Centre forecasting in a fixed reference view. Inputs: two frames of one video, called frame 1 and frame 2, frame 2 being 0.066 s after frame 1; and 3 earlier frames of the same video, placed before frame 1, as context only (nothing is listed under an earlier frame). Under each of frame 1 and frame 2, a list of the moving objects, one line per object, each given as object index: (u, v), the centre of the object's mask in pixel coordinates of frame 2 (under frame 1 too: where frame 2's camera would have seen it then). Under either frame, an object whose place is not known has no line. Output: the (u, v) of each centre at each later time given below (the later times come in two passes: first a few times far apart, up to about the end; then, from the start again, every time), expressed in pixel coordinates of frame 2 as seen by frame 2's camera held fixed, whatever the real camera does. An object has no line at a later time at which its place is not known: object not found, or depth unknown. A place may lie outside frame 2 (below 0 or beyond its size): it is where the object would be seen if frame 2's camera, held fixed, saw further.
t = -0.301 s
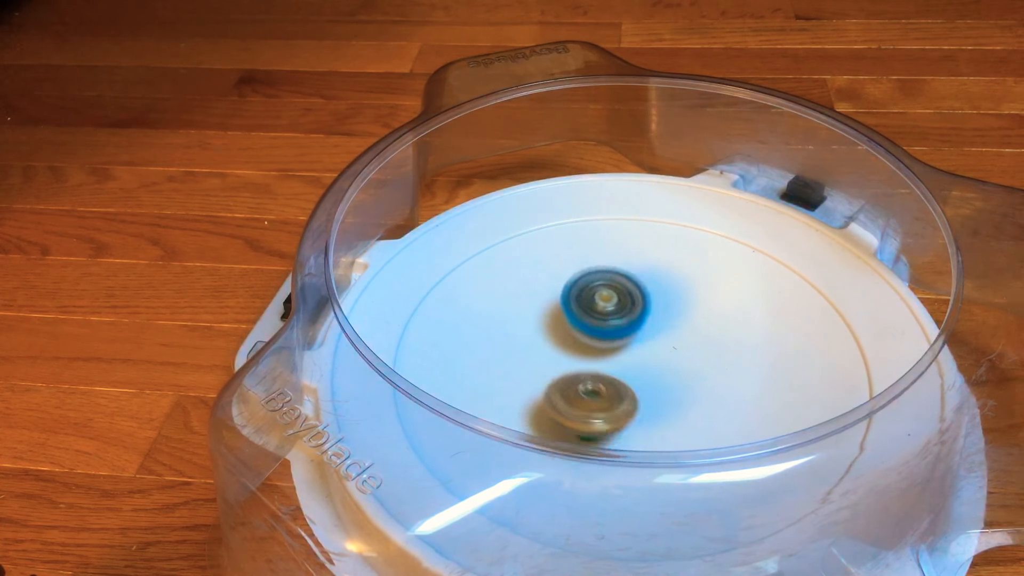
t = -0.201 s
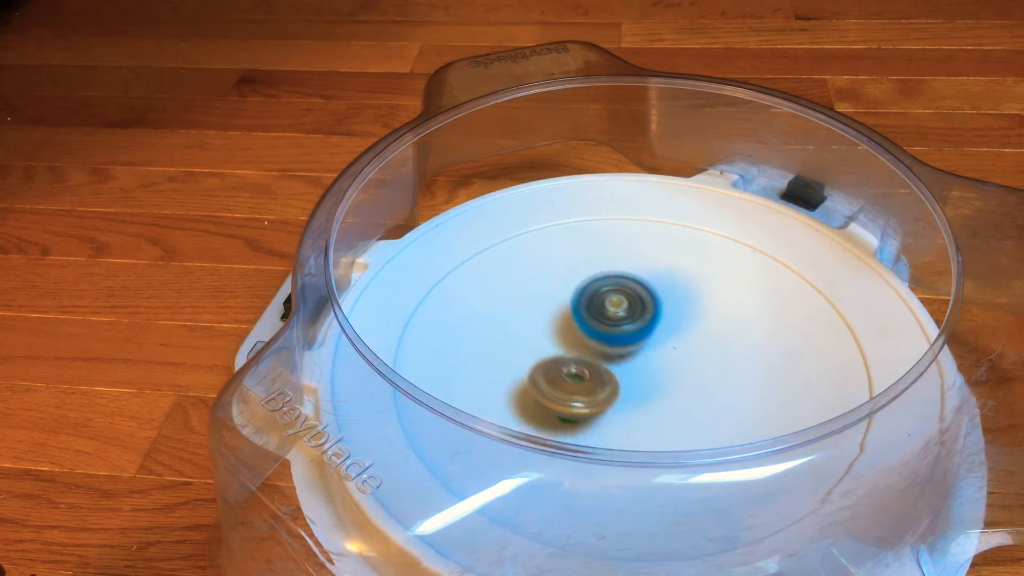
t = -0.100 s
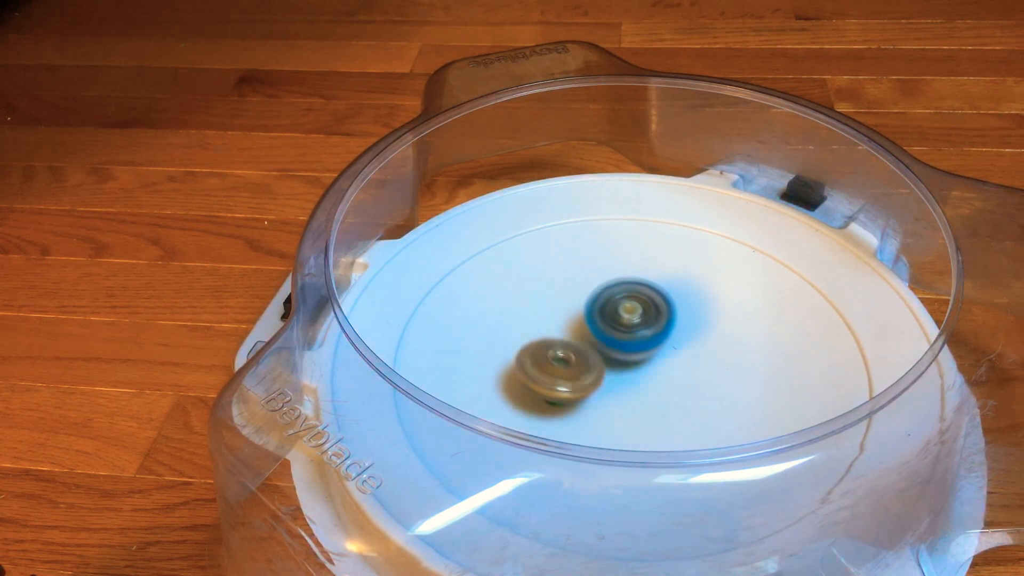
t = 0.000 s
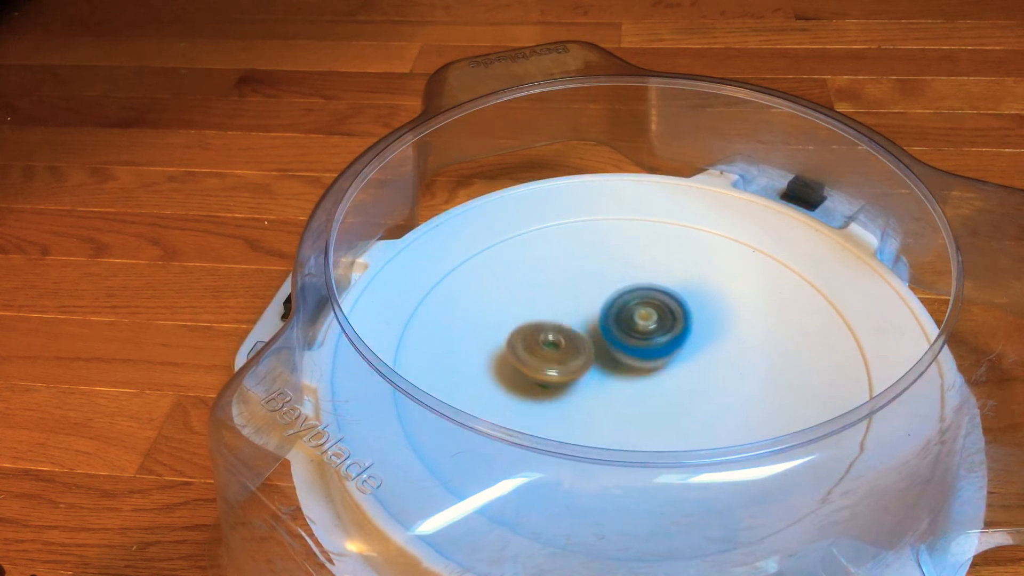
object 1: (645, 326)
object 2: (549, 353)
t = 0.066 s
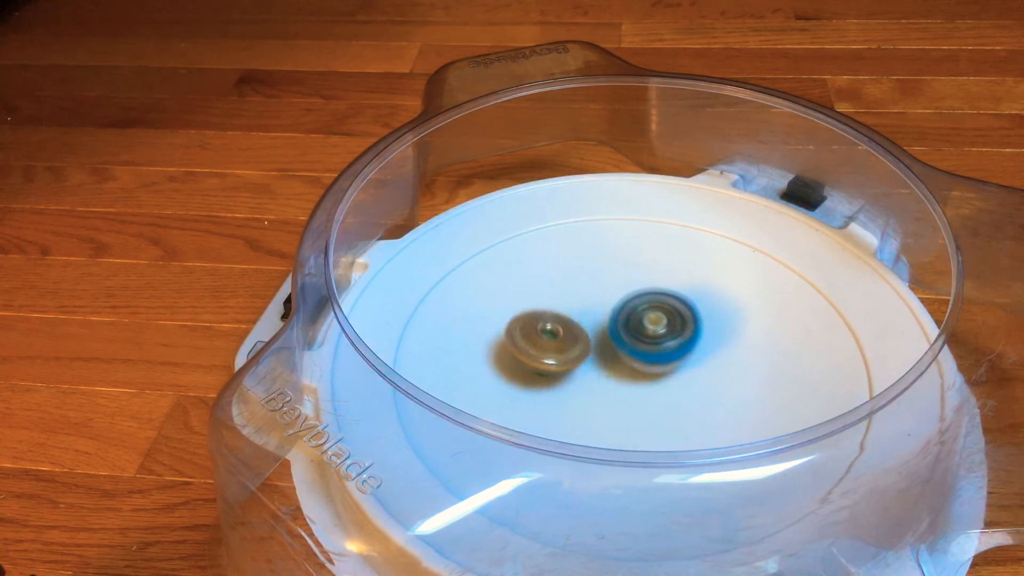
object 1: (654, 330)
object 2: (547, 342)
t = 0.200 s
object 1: (671, 338)
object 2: (551, 321)
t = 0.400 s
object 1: (679, 352)
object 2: (567, 297)
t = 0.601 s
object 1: (671, 365)
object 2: (595, 291)
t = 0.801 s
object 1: (652, 377)
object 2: (634, 303)
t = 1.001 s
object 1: (627, 384)
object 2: (676, 322)
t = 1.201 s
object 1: (602, 382)
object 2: (700, 346)
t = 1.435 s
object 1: (583, 369)
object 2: (700, 377)
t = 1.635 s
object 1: (580, 354)
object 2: (680, 397)
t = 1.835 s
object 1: (588, 336)
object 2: (639, 401)
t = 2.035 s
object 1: (603, 318)
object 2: (597, 390)
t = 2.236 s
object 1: (621, 316)
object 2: (568, 370)
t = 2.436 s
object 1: (641, 320)
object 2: (559, 345)
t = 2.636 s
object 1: (664, 329)
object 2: (570, 325)
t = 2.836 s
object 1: (677, 346)
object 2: (593, 313)
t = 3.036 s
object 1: (677, 367)
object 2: (618, 314)
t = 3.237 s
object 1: (682, 413)
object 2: (632, 299)
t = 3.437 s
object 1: (671, 425)
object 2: (653, 319)
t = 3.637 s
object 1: (643, 421)
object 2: (669, 351)
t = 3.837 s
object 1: (590, 403)
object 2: (680, 364)
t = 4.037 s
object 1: (554, 378)
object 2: (670, 377)
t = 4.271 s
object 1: (549, 334)
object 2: (642, 383)
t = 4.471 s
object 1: (570, 302)
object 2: (613, 377)
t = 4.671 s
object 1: (605, 288)
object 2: (590, 361)
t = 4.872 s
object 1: (645, 296)
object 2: (584, 343)
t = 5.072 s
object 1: (684, 317)
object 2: (592, 332)
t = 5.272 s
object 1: (704, 350)
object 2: (615, 329)
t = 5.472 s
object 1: (698, 385)
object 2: (636, 329)
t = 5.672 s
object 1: (668, 411)
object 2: (653, 337)
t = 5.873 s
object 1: (621, 410)
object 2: (659, 351)
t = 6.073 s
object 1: (573, 396)
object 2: (655, 360)
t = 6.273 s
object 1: (534, 364)
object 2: (661, 361)
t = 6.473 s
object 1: (537, 329)
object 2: (647, 363)
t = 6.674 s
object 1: (571, 303)
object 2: (632, 364)
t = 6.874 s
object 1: (620, 289)
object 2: (620, 369)
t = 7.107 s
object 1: (667, 308)
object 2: (612, 365)
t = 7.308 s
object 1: (703, 335)
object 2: (589, 367)
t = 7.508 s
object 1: (699, 372)
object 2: (590, 359)
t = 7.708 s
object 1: (665, 408)
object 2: (599, 345)
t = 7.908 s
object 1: (611, 414)
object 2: (607, 329)
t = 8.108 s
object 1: (566, 389)
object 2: (627, 326)
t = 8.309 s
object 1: (554, 351)
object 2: (651, 334)
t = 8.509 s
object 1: (579, 321)
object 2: (675, 348)
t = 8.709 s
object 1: (623, 307)
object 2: (672, 371)
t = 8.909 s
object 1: (670, 318)
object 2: (648, 388)
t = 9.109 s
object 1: (693, 350)
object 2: (612, 385)
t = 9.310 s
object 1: (681, 384)
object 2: (587, 365)
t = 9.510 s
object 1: (639, 408)
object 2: (586, 339)
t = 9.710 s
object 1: (584, 397)
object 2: (611, 322)
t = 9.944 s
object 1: (554, 357)
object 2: (648, 325)
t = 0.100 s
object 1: (659, 332)
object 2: (547, 336)
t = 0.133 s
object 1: (663, 334)
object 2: (548, 331)
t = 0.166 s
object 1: (667, 336)
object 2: (549, 326)
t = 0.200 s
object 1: (671, 338)
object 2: (551, 321)
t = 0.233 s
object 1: (673, 340)
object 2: (553, 317)
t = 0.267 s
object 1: (675, 343)
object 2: (555, 312)
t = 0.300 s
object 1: (677, 345)
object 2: (558, 308)
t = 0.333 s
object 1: (678, 347)
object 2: (560, 304)
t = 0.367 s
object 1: (679, 350)
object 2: (563, 300)
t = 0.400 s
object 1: (679, 352)
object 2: (567, 297)
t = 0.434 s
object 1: (679, 354)
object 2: (571, 294)
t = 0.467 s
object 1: (678, 356)
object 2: (575, 292)
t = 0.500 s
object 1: (677, 359)
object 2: (579, 291)
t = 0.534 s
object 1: (675, 361)
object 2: (584, 291)
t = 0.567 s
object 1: (673, 363)
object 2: (590, 291)
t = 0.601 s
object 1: (671, 365)
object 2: (595, 291)
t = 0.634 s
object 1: (668, 366)
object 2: (601, 292)
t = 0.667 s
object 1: (665, 369)
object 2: (607, 294)
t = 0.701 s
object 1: (662, 371)
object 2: (613, 295)
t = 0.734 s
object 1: (659, 374)
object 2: (620, 297)
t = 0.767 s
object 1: (656, 376)
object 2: (627, 300)
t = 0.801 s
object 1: (652, 377)
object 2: (634, 303)
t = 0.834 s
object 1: (649, 379)
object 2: (642, 305)
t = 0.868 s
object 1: (645, 380)
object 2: (648, 308)
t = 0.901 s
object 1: (640, 382)
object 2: (655, 312)
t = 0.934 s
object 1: (636, 383)
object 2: (662, 315)
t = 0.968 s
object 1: (632, 383)
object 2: (669, 318)
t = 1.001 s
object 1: (627, 384)
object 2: (676, 322)
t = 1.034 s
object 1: (623, 384)
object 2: (681, 326)
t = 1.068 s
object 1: (619, 384)
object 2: (685, 330)
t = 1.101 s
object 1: (615, 384)
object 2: (690, 334)
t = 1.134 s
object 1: (611, 384)
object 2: (694, 338)
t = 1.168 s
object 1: (607, 383)
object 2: (697, 342)
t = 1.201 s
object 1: (602, 382)
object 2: (700, 346)
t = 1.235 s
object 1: (599, 380)
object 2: (702, 350)
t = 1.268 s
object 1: (596, 379)
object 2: (704, 355)
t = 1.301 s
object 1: (592, 377)
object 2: (704, 359)
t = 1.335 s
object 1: (590, 375)
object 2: (704, 364)
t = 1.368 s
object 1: (587, 373)
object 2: (703, 368)
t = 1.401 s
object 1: (585, 371)
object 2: (702, 373)
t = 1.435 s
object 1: (583, 369)
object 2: (700, 377)
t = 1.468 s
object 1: (582, 367)
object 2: (697, 381)
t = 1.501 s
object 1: (581, 364)
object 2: (696, 384)
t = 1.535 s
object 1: (581, 362)
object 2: (692, 388)
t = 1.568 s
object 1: (580, 359)
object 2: (688, 391)
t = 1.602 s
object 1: (580, 357)
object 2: (684, 395)
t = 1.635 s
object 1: (580, 354)
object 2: (680, 397)
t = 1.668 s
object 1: (581, 351)
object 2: (674, 399)
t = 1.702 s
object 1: (581, 348)
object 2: (669, 401)
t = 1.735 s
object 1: (583, 345)
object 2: (662, 402)
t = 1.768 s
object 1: (584, 342)
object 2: (654, 403)
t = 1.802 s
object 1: (586, 339)
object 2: (647, 402)
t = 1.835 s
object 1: (588, 336)
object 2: (639, 401)
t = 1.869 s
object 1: (590, 332)
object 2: (632, 400)
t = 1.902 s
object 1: (592, 329)
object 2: (623, 399)
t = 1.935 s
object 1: (595, 326)
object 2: (617, 397)
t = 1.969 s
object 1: (598, 322)
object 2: (610, 395)
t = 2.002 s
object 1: (600, 320)
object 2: (603, 392)
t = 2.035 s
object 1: (603, 318)
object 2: (597, 390)
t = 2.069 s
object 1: (606, 317)
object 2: (591, 387)
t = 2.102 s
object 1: (609, 317)
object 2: (586, 383)
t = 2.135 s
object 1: (612, 316)
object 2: (580, 381)
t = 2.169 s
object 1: (615, 316)
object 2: (575, 377)
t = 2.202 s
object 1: (618, 316)
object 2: (572, 373)
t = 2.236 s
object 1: (621, 316)
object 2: (568, 370)
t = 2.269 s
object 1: (624, 316)
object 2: (564, 365)
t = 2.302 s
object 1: (628, 317)
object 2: (562, 361)
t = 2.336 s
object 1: (631, 317)
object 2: (561, 357)
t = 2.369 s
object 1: (634, 318)
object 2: (559, 353)
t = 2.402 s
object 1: (637, 319)
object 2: (559, 349)
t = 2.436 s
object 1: (641, 320)
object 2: (559, 345)
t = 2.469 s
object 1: (645, 322)
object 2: (559, 341)
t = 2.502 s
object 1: (650, 322)
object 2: (561, 337)
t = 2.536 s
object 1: (654, 324)
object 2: (562, 334)
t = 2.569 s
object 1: (657, 325)
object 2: (565, 331)
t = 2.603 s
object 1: (661, 327)
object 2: (567, 328)
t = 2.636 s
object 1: (664, 329)
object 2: (570, 325)
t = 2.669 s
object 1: (667, 331)
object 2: (573, 322)
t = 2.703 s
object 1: (669, 334)
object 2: (577, 320)
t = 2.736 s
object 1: (671, 336)
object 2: (581, 318)
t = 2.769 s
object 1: (673, 339)
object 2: (585, 317)
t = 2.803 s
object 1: (674, 342)
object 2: (590, 314)
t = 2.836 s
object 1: (677, 346)
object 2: (593, 313)
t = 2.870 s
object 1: (679, 349)
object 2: (596, 311)
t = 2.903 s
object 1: (679, 353)
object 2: (600, 311)
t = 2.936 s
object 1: (679, 356)
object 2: (604, 312)
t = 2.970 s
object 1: (679, 360)
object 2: (609, 312)
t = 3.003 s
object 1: (678, 364)
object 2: (614, 313)
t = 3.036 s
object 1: (677, 367)
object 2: (618, 314)
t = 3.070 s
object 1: (677, 374)
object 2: (621, 310)
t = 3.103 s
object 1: (679, 387)
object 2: (622, 304)
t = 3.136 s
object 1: (679, 396)
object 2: (624, 299)
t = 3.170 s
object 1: (680, 403)
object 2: (626, 297)
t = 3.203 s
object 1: (682, 409)
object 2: (628, 297)
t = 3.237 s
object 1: (682, 413)
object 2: (632, 299)
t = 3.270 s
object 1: (682, 416)
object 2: (635, 301)
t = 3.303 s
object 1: (682, 419)
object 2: (638, 304)
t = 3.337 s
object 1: (680, 421)
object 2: (642, 307)
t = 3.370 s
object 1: (678, 423)
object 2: (646, 311)
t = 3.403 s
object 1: (675, 424)
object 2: (650, 315)
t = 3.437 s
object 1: (671, 425)
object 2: (653, 319)
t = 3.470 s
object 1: (667, 425)
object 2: (656, 324)
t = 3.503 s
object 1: (664, 425)
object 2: (660, 329)
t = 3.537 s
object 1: (660, 425)
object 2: (663, 334)
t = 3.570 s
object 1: (655, 424)
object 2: (665, 340)
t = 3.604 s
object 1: (649, 423)
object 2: (668, 345)
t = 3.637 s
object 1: (643, 421)
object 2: (669, 351)
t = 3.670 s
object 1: (638, 418)
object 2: (670, 357)
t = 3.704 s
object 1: (628, 416)
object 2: (674, 360)
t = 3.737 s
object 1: (617, 415)
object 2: (678, 360)
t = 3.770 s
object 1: (607, 411)
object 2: (680, 361)
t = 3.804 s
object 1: (598, 407)
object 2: (680, 362)
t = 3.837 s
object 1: (590, 403)
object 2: (680, 364)
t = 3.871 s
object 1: (583, 399)
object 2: (679, 366)
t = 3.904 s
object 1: (574, 400)
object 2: (679, 369)
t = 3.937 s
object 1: (568, 395)
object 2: (677, 371)
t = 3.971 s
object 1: (563, 390)
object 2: (675, 374)
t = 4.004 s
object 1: (558, 384)
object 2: (673, 375)
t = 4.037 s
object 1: (554, 378)
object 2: (670, 377)
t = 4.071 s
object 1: (551, 371)
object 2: (667, 379)
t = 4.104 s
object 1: (549, 365)
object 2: (663, 380)
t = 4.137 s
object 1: (547, 359)
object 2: (659, 381)
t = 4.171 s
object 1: (546, 353)
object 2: (655, 382)
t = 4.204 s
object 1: (546, 347)
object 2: (651, 383)
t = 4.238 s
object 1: (547, 341)
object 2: (647, 383)
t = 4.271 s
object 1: (549, 334)
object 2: (642, 383)
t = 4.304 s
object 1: (551, 329)
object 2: (637, 383)
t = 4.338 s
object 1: (554, 323)
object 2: (632, 382)
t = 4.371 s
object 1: (558, 317)
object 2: (627, 381)
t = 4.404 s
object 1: (562, 311)
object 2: (622, 380)
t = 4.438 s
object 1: (566, 306)
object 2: (617, 379)
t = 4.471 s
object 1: (570, 302)
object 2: (613, 377)
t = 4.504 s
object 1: (575, 298)
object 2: (608, 375)
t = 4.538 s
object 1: (580, 295)
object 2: (604, 373)
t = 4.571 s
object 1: (586, 293)
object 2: (600, 369)
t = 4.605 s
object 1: (592, 289)
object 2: (596, 367)
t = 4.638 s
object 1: (598, 287)
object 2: (593, 364)
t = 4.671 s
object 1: (605, 288)
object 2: (590, 361)
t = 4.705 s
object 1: (612, 288)
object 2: (588, 359)
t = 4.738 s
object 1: (619, 289)
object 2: (586, 356)
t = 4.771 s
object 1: (626, 290)
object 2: (585, 353)
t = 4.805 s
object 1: (633, 291)
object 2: (584, 350)
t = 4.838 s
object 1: (639, 293)
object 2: (584, 346)
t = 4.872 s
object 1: (645, 296)
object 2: (584, 343)
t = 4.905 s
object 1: (651, 298)
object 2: (585, 341)
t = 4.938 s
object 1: (658, 301)
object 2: (586, 338)
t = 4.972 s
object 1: (664, 306)
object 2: (587, 336)
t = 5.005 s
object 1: (671, 309)
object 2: (588, 335)
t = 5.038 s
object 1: (678, 313)
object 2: (590, 333)
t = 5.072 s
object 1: (684, 317)
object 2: (592, 332)
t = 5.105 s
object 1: (689, 322)
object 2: (596, 331)
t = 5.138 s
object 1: (693, 327)
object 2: (599, 330)
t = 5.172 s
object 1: (697, 332)
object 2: (603, 330)
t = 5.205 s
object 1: (700, 338)
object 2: (607, 330)
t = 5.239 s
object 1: (702, 344)
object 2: (611, 329)
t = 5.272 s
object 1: (704, 350)
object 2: (615, 329)
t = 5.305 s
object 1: (705, 356)
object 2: (619, 328)
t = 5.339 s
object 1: (705, 362)
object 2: (623, 328)
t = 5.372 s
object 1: (704, 369)
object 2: (626, 328)
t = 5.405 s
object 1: (703, 376)
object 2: (630, 328)
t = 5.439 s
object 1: (701, 381)
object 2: (632, 328)
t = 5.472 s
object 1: (698, 385)
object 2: (636, 329)
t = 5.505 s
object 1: (695, 392)
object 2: (639, 330)
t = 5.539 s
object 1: (691, 399)
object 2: (642, 331)
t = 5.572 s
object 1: (687, 400)
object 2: (645, 332)
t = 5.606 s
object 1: (681, 405)
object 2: (649, 333)
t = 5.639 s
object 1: (675, 408)
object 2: (651, 335)
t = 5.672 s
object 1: (668, 411)
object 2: (653, 337)
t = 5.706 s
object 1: (661, 413)
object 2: (655, 338)
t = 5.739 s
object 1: (654, 414)
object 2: (657, 341)
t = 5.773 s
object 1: (645, 414)
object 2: (658, 343)
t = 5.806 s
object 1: (637, 414)
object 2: (659, 345)
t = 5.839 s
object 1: (629, 412)
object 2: (659, 348)
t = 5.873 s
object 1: (621, 410)
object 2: (659, 351)
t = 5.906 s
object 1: (612, 407)
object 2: (660, 353)
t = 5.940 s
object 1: (602, 405)
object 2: (660, 354)
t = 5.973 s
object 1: (594, 402)
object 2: (660, 356)
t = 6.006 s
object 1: (585, 405)
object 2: (659, 357)
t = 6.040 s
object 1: (578, 401)
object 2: (657, 358)
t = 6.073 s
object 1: (573, 396)
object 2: (655, 360)
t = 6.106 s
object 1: (564, 391)
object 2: (655, 362)
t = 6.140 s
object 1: (554, 386)
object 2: (660, 361)
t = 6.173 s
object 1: (546, 381)
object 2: (662, 361)
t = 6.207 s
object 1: (541, 375)
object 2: (663, 361)
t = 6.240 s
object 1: (537, 370)
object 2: (662, 361)
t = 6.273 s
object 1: (534, 364)
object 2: (661, 361)
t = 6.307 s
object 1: (532, 358)
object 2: (660, 361)
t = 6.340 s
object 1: (531, 352)
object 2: (658, 362)
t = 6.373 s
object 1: (531, 346)
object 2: (655, 362)
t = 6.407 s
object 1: (532, 340)
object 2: (653, 362)
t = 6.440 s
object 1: (534, 335)
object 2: (650, 363)
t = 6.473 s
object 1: (537, 329)
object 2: (647, 363)
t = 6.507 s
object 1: (542, 324)
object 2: (644, 363)
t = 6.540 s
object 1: (547, 319)
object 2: (642, 363)
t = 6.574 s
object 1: (552, 314)
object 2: (639, 364)
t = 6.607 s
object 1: (558, 310)
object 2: (637, 364)
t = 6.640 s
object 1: (564, 306)
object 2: (634, 364)
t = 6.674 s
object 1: (571, 303)
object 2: (632, 364)
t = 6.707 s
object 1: (578, 300)
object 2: (630, 363)
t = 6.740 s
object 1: (586, 297)
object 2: (627, 363)
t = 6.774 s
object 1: (594, 295)
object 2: (624, 363)
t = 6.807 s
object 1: (603, 292)
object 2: (622, 365)
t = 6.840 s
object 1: (611, 289)
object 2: (621, 368)
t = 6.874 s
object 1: (620, 289)
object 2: (620, 369)
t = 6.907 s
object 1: (629, 289)
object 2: (618, 369)
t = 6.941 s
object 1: (636, 291)
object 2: (617, 369)
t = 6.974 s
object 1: (643, 293)
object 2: (616, 368)
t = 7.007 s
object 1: (649, 296)
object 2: (615, 367)
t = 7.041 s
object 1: (655, 299)
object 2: (614, 367)
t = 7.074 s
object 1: (662, 303)
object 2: (613, 366)
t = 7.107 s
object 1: (667, 308)
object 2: (612, 365)
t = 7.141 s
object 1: (672, 313)
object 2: (611, 364)
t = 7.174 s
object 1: (681, 317)
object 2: (603, 365)
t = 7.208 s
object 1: (689, 319)
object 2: (597, 366)
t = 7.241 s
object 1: (695, 325)
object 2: (593, 367)
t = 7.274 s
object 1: (699, 330)
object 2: (590, 367)
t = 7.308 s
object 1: (703, 335)
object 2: (589, 367)
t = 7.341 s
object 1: (705, 341)
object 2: (588, 366)
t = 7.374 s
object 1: (706, 348)
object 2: (587, 365)
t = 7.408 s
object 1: (706, 353)
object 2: (588, 364)
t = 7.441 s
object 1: (704, 359)
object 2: (588, 362)
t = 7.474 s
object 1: (702, 365)
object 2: (589, 361)
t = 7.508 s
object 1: (699, 372)
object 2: (590, 359)
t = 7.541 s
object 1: (695, 381)
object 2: (591, 357)
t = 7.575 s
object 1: (690, 387)
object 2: (593, 356)
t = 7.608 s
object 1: (685, 393)
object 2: (595, 354)
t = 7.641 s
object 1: (678, 398)
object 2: (597, 352)
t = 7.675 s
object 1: (671, 402)
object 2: (600, 351)
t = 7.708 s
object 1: (665, 408)
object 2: (599, 345)
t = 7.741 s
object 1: (657, 412)
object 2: (598, 340)
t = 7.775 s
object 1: (648, 409)
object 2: (599, 336)
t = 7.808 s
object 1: (639, 410)
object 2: (599, 334)
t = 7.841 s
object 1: (629, 412)
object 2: (601, 332)
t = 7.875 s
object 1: (620, 409)
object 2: (603, 330)
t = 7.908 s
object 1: (611, 414)
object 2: (607, 329)
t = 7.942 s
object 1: (602, 412)
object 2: (610, 328)
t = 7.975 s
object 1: (593, 409)
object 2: (613, 327)
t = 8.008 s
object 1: (585, 405)
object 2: (616, 326)
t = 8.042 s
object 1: (578, 401)
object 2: (620, 326)
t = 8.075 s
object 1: (571, 395)
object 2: (624, 326)
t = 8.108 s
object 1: (566, 389)
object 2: (627, 326)
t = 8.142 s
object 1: (562, 383)
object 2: (630, 327)
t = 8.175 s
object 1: (559, 376)
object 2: (633, 328)
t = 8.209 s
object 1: (557, 370)
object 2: (636, 329)
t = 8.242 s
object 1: (557, 363)
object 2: (639, 331)
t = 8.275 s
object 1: (557, 357)
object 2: (642, 333)
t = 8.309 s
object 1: (554, 351)
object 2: (651, 334)
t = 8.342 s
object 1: (555, 344)
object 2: (659, 336)
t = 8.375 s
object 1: (557, 338)
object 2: (664, 338)
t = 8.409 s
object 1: (561, 333)
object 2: (668, 340)
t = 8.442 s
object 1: (567, 328)
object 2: (671, 342)
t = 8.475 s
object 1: (572, 324)
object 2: (674, 345)
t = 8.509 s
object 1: (579, 321)
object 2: (675, 348)
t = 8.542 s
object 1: (586, 318)
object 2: (676, 351)
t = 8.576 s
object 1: (594, 316)
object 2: (676, 354)
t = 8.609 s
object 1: (601, 313)
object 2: (675, 358)
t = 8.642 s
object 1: (608, 311)
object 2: (673, 361)
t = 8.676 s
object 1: (615, 308)
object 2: (672, 367)
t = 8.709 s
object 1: (623, 307)
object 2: (672, 371)
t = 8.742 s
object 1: (632, 307)
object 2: (669, 375)
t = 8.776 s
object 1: (640, 308)
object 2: (666, 378)
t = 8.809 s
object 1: (648, 309)
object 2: (662, 382)
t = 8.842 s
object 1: (655, 311)
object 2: (658, 385)
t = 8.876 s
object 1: (663, 315)
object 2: (653, 387)
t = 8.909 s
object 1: (670, 318)
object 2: (648, 388)
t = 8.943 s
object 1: (677, 322)
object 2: (643, 389)
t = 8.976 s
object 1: (682, 327)
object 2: (637, 389)
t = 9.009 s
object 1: (686, 332)
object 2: (631, 389)
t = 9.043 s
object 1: (689, 337)
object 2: (624, 388)
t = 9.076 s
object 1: (692, 344)
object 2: (618, 386)
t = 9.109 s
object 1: (693, 350)
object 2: (612, 385)
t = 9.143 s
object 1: (694, 355)
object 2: (607, 382)
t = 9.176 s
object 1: (694, 361)
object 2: (602, 380)
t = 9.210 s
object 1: (691, 364)
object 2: (598, 377)
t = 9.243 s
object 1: (689, 369)
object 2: (594, 373)
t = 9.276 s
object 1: (686, 379)
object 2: (591, 369)
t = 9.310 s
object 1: (681, 384)
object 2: (587, 365)
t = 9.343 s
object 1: (676, 390)
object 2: (585, 361)
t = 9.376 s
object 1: (669, 396)
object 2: (583, 357)
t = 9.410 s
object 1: (663, 401)
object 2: (583, 353)
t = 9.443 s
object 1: (656, 405)
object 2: (584, 348)
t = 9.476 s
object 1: (648, 407)
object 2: (585, 343)
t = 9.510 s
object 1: (639, 408)
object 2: (586, 339)
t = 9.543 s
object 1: (630, 408)
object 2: (589, 335)
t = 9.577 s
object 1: (620, 408)
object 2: (592, 332)
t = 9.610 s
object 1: (611, 407)
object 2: (596, 329)
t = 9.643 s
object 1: (602, 405)
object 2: (601, 327)
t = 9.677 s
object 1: (592, 402)
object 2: (606, 324)
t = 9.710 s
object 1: (584, 397)
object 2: (611, 322)
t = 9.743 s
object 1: (577, 393)
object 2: (616, 321)
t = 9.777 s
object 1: (570, 388)
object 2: (621, 321)
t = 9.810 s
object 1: (565, 382)
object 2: (626, 321)
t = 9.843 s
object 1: (560, 376)
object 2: (632, 321)
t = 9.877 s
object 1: (557, 371)
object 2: (638, 322)
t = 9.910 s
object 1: (555, 364)
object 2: (644, 323)
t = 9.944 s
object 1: (554, 357)
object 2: (648, 325)
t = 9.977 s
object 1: (554, 351)
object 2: (653, 327)
